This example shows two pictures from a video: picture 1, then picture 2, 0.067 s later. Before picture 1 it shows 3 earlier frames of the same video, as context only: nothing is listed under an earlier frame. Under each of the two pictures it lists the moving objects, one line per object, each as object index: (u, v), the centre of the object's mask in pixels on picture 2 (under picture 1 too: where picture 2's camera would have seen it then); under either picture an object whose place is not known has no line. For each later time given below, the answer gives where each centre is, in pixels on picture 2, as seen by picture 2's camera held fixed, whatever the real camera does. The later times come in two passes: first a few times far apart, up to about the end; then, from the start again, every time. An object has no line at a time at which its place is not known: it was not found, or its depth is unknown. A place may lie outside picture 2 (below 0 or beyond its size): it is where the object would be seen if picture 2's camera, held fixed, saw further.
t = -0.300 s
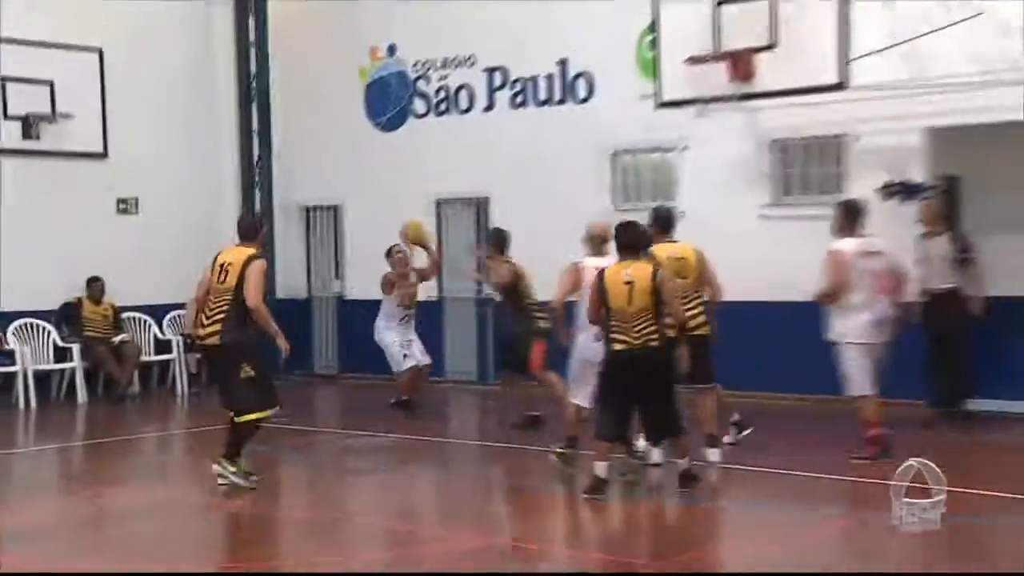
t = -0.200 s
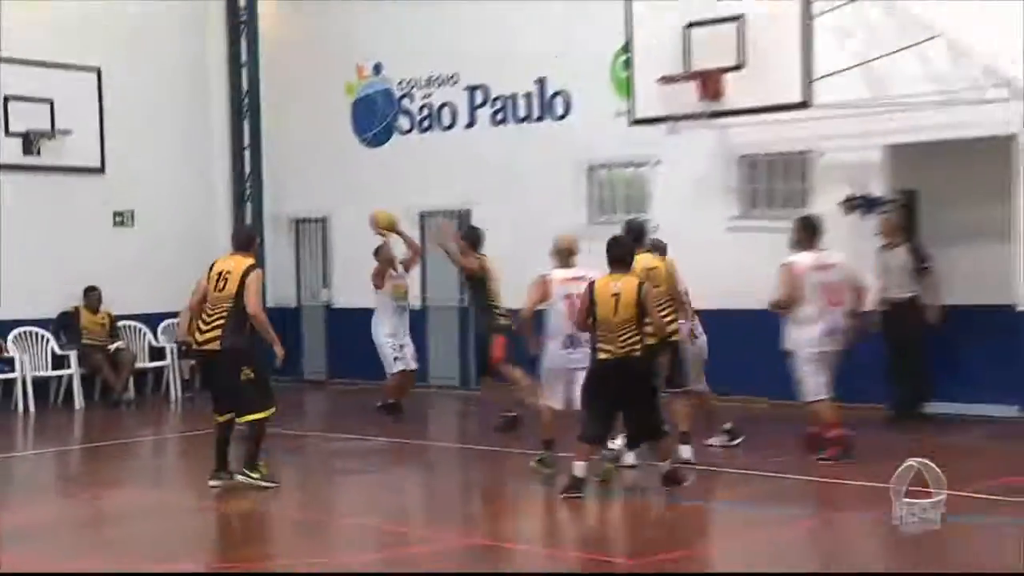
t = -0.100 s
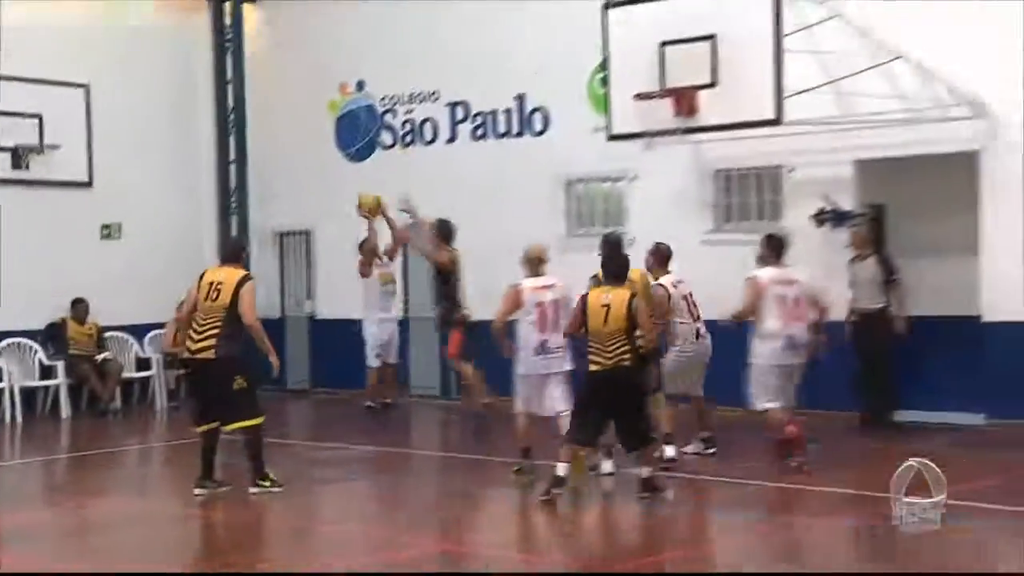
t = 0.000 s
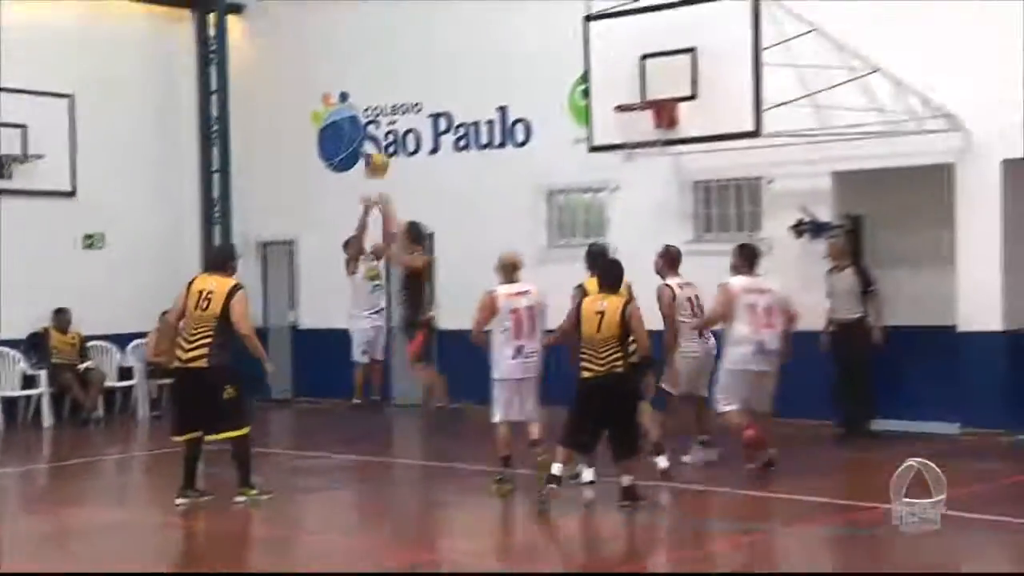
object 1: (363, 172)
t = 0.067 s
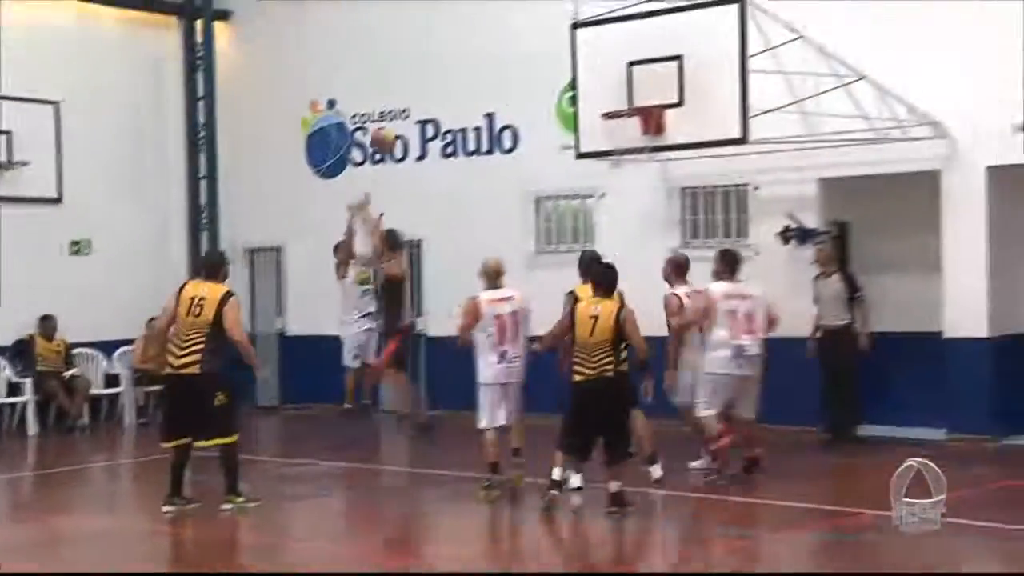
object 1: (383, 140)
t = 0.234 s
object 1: (431, 81)
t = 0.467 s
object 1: (503, 42)
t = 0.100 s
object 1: (393, 125)
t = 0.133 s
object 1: (401, 114)
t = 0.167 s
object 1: (411, 102)
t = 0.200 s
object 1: (421, 91)
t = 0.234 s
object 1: (431, 81)
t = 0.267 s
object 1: (441, 72)
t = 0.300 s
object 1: (451, 64)
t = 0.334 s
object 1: (461, 57)
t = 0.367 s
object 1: (471, 52)
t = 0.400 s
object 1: (482, 48)
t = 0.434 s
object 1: (493, 44)
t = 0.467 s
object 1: (503, 42)
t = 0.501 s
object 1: (514, 41)
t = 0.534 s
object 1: (524, 41)
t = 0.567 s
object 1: (536, 43)
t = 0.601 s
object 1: (547, 45)
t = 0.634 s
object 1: (556, 49)
